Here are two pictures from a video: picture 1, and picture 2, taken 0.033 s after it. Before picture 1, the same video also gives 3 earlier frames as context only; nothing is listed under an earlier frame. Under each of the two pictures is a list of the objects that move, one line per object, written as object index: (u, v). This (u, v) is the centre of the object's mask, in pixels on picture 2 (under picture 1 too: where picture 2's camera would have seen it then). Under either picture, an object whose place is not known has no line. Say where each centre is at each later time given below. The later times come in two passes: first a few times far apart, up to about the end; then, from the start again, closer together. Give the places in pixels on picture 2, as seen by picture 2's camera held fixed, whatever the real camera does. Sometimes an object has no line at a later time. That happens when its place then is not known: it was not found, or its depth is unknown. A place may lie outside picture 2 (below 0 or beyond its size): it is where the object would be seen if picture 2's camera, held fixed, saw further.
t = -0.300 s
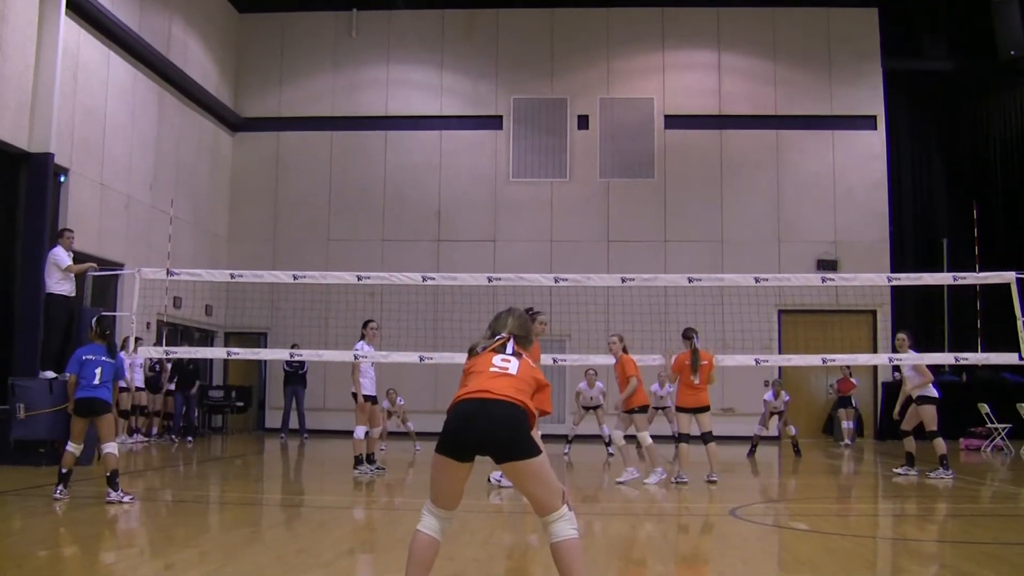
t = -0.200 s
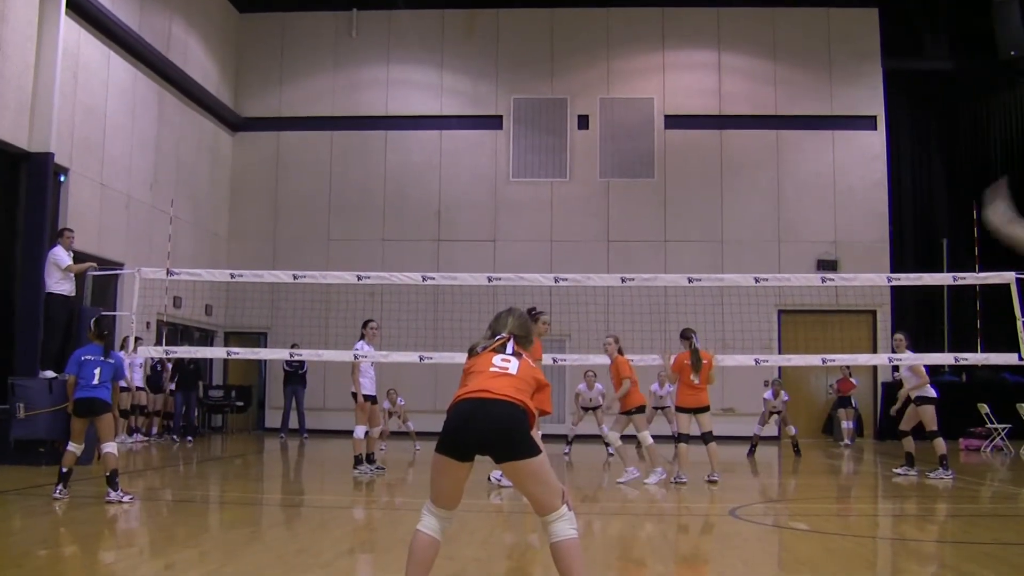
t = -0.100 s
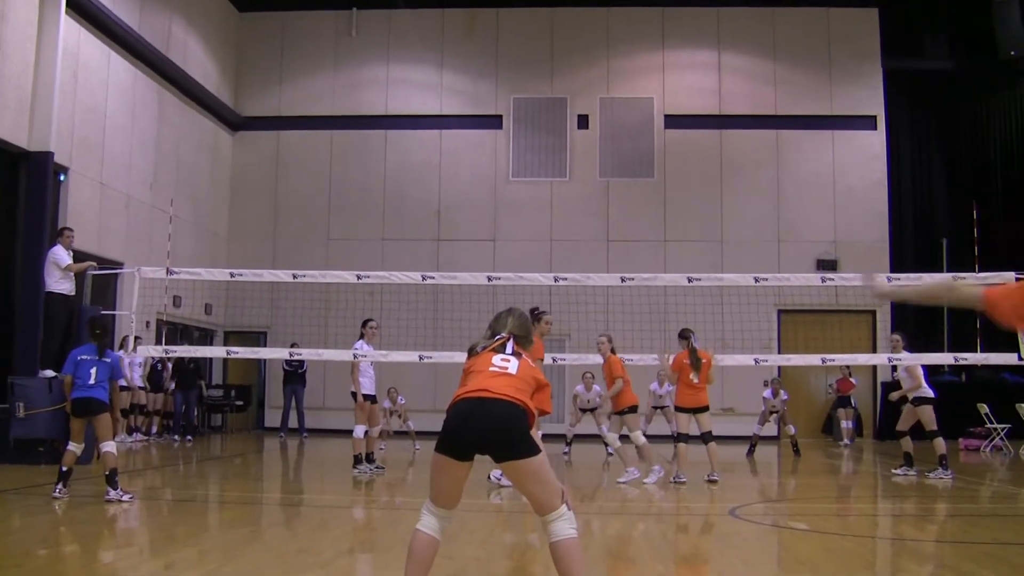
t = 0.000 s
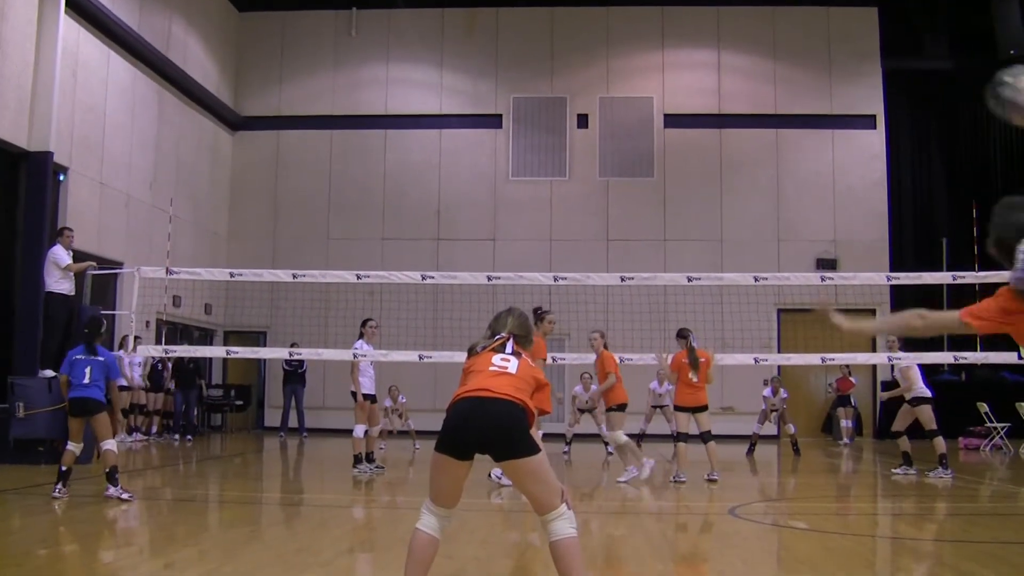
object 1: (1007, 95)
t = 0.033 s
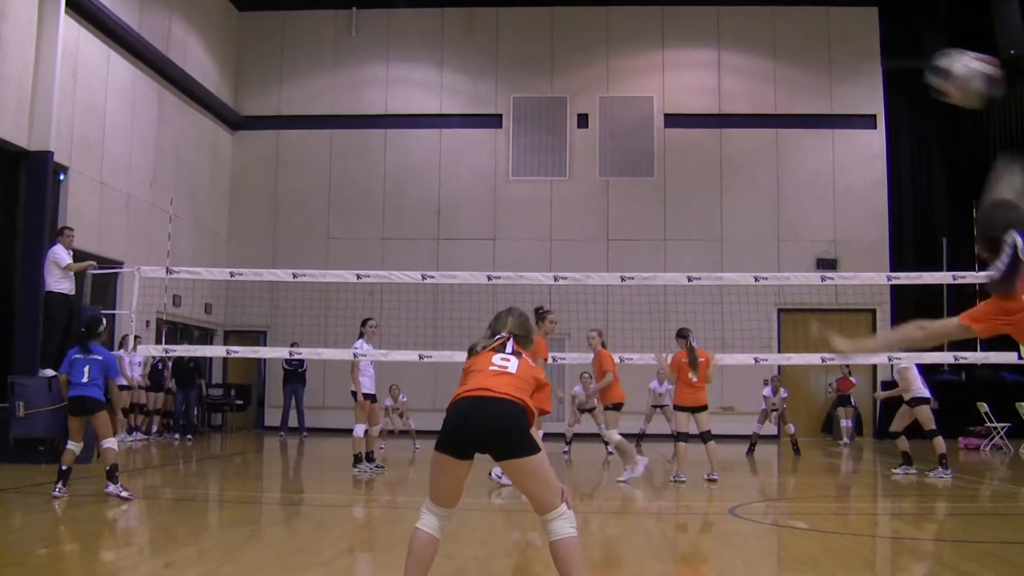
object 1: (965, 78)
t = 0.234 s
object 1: (740, 46)
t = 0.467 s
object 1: (635, 94)
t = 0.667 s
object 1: (592, 154)
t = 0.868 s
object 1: (568, 225)
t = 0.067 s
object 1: (912, 64)
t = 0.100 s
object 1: (866, 51)
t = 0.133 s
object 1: (826, 44)
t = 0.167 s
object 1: (793, 41)
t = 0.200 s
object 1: (763, 43)
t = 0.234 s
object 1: (740, 46)
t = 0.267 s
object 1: (719, 50)
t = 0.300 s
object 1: (700, 55)
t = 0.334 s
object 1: (684, 62)
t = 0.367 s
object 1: (669, 70)
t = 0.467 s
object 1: (635, 94)
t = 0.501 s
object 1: (626, 103)
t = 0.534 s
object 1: (618, 112)
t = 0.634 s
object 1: (597, 145)
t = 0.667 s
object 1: (592, 154)
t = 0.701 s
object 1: (588, 167)
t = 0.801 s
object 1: (575, 201)
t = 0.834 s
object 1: (571, 213)
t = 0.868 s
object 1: (568, 225)
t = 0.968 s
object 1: (558, 263)
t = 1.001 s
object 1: (557, 270)
